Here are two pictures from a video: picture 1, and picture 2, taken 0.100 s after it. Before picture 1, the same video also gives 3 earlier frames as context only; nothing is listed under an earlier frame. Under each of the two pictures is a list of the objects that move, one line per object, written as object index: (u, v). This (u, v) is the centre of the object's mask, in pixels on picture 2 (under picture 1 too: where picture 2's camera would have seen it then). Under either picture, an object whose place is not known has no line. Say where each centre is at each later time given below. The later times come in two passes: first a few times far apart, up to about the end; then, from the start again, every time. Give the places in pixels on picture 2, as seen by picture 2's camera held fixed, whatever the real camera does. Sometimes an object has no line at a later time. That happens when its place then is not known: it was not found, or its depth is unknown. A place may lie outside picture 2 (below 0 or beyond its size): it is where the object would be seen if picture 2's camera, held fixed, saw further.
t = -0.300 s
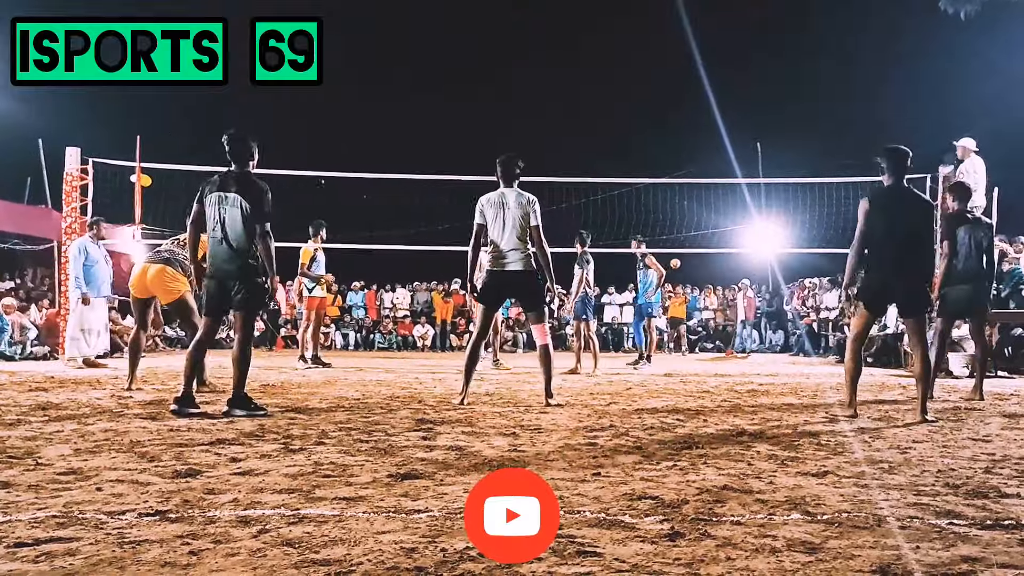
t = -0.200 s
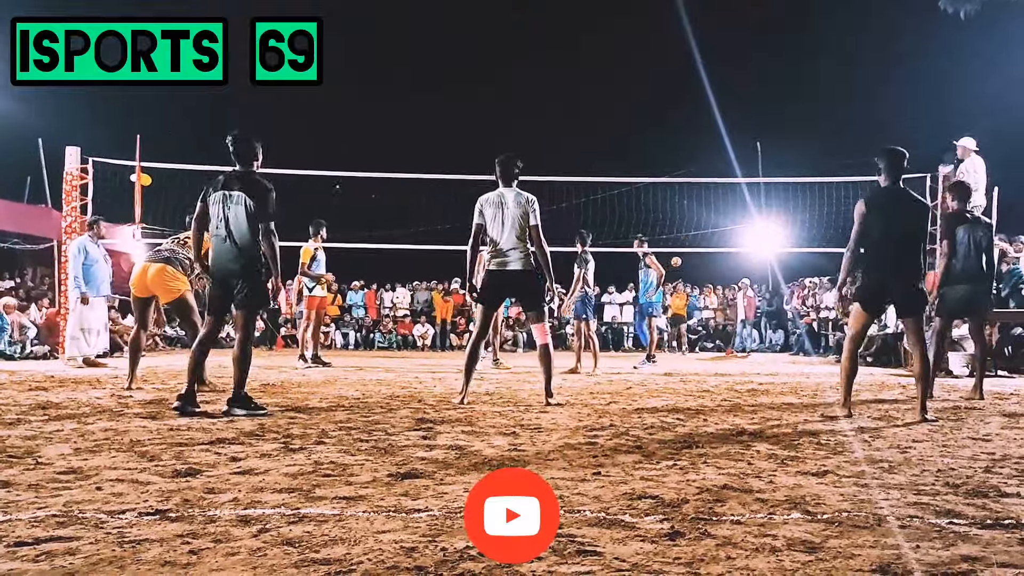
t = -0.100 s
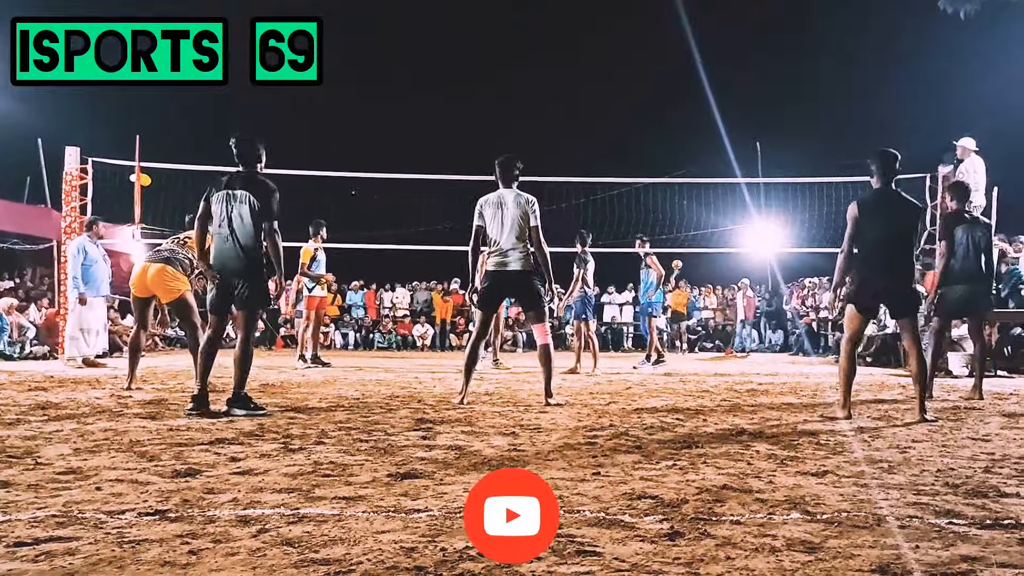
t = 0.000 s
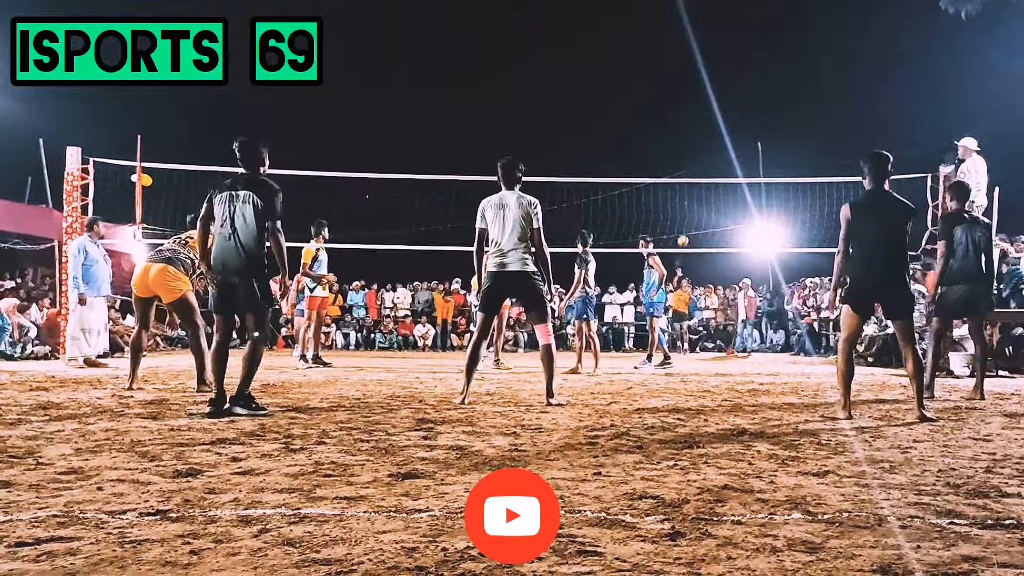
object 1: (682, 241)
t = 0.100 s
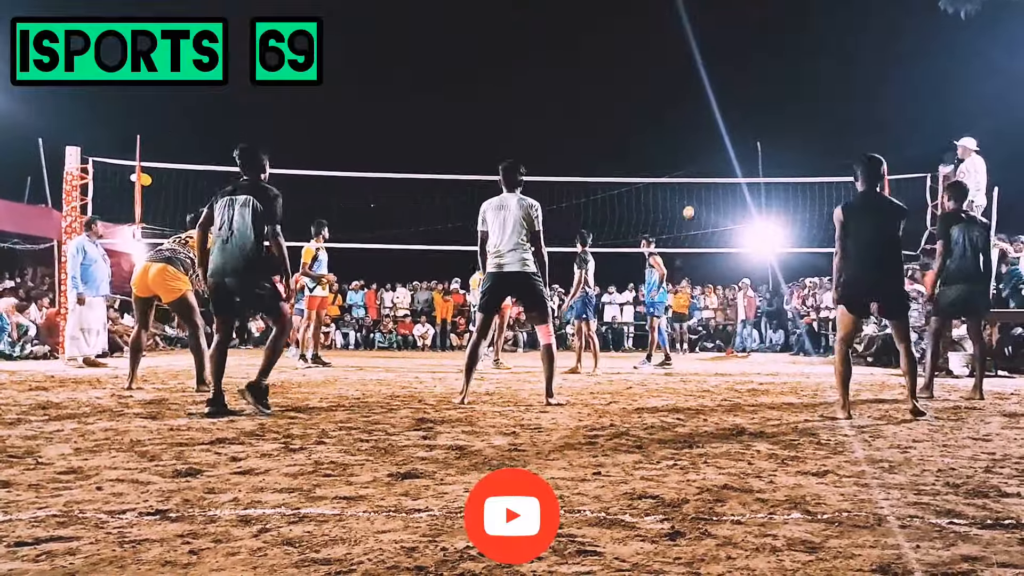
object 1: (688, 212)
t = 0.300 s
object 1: (703, 165)
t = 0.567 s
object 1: (727, 117)
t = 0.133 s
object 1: (691, 203)
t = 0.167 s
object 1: (693, 194)
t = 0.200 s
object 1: (695, 190)
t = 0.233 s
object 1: (697, 181)
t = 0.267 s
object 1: (700, 172)
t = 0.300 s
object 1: (703, 165)
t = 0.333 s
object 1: (705, 158)
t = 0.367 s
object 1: (708, 151)
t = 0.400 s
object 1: (711, 145)
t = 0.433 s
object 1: (714, 138)
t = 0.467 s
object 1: (717, 132)
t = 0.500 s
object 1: (720, 127)
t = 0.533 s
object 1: (723, 121)
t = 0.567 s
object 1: (727, 117)
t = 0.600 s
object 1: (731, 113)
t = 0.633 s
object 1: (735, 110)
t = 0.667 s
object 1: (740, 109)
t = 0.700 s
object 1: (745, 108)
